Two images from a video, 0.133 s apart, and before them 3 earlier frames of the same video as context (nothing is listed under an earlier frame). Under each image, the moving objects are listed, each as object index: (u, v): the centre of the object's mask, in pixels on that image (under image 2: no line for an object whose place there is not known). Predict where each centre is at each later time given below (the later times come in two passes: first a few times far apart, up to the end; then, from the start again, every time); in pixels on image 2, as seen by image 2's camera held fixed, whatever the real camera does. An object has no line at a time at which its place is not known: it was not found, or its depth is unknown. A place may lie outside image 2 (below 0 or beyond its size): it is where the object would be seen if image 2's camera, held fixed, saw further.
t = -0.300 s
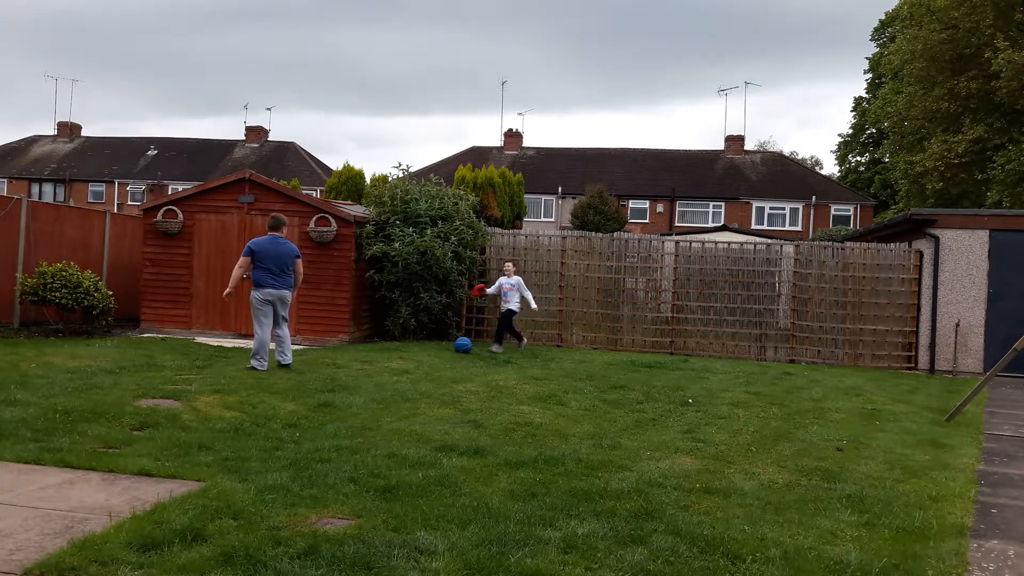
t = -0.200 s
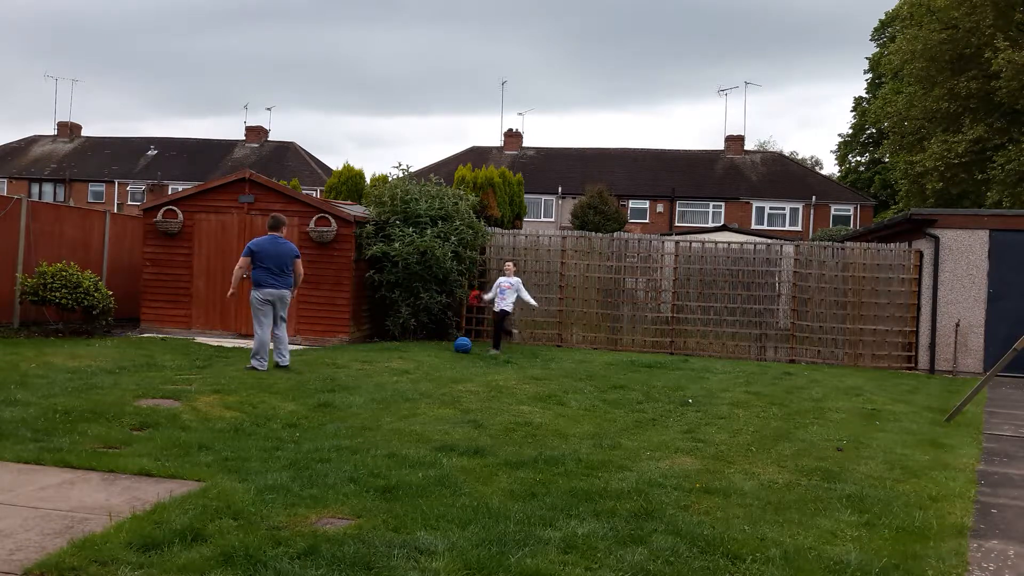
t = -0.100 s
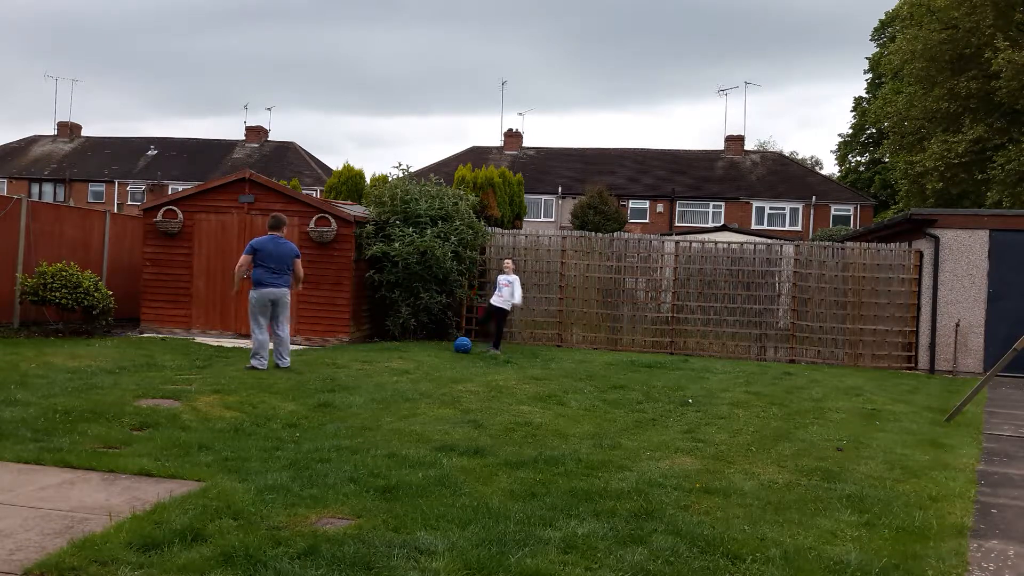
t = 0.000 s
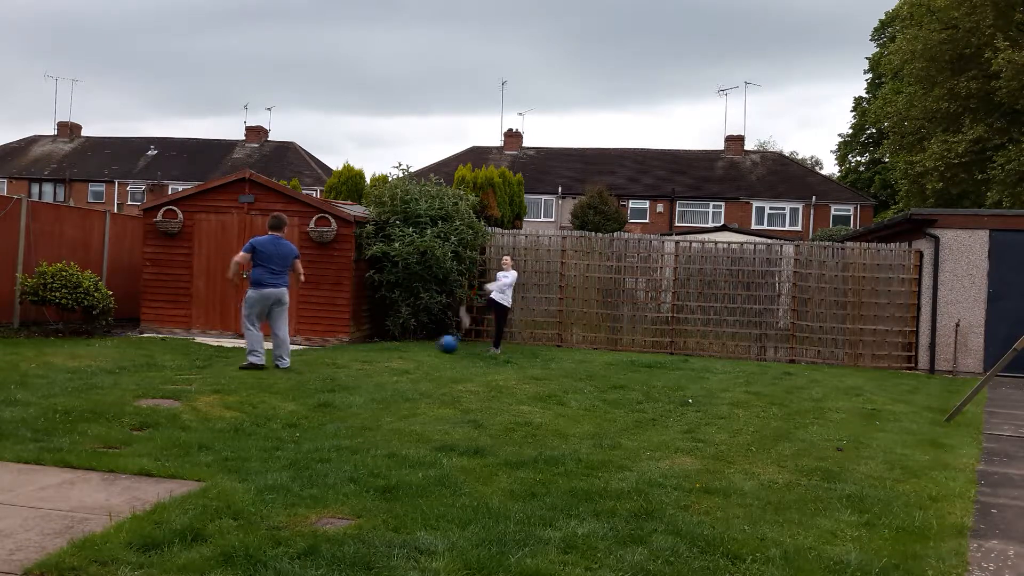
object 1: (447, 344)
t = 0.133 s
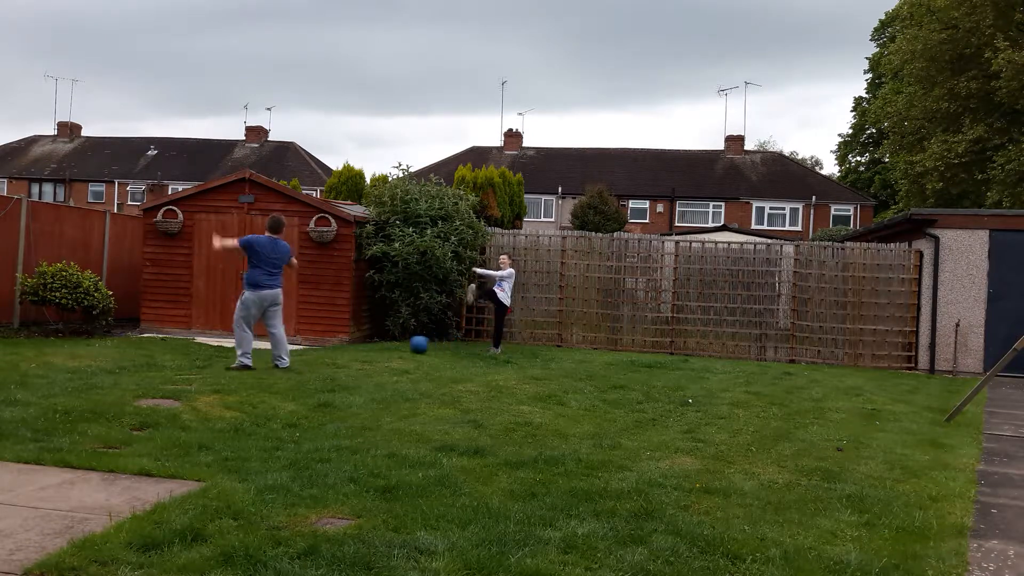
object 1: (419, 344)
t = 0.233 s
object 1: (397, 343)
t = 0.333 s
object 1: (373, 344)
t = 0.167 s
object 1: (411, 344)
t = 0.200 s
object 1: (404, 343)
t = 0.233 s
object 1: (397, 343)
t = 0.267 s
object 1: (390, 344)
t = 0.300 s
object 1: (382, 344)
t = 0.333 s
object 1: (373, 344)
